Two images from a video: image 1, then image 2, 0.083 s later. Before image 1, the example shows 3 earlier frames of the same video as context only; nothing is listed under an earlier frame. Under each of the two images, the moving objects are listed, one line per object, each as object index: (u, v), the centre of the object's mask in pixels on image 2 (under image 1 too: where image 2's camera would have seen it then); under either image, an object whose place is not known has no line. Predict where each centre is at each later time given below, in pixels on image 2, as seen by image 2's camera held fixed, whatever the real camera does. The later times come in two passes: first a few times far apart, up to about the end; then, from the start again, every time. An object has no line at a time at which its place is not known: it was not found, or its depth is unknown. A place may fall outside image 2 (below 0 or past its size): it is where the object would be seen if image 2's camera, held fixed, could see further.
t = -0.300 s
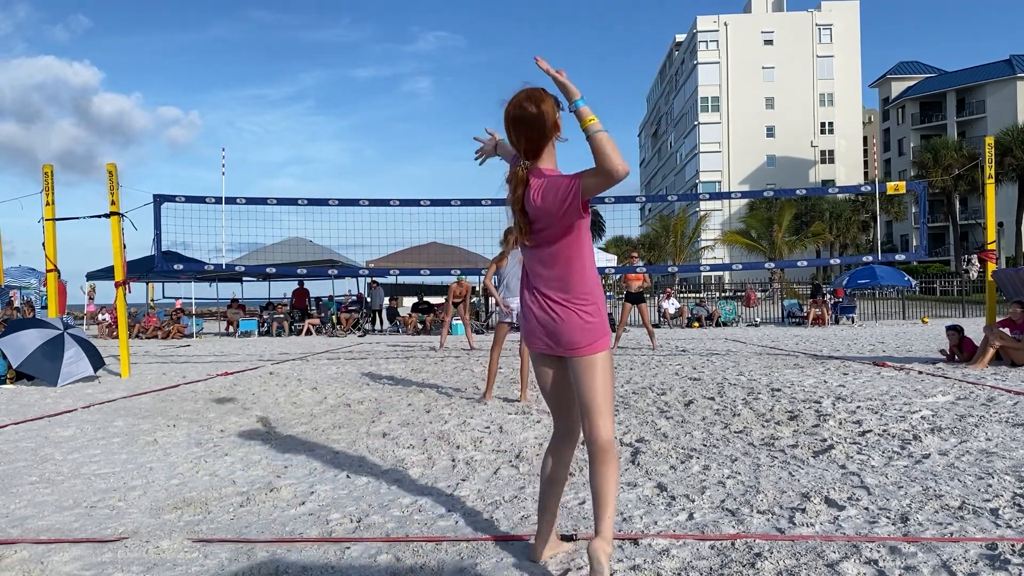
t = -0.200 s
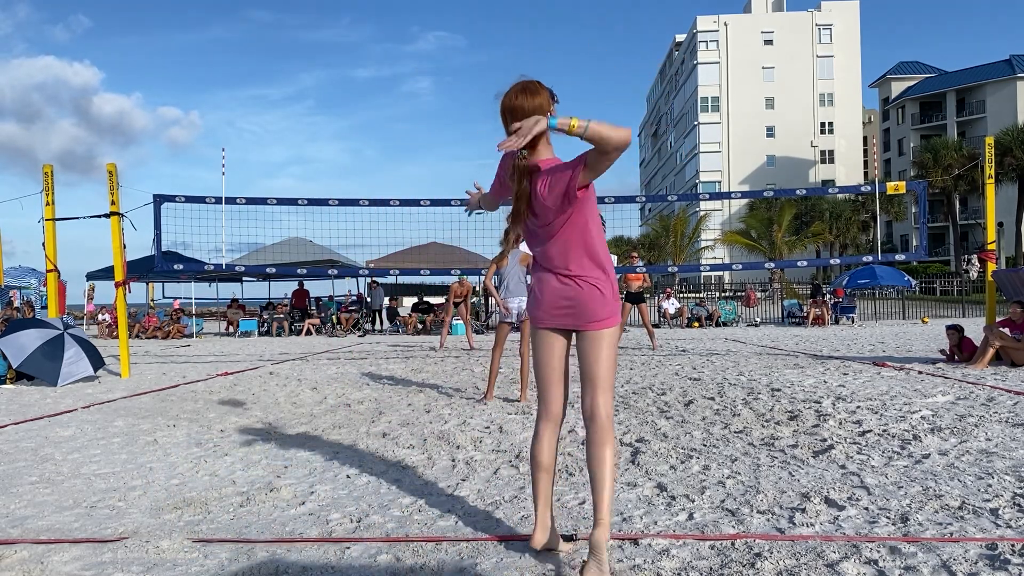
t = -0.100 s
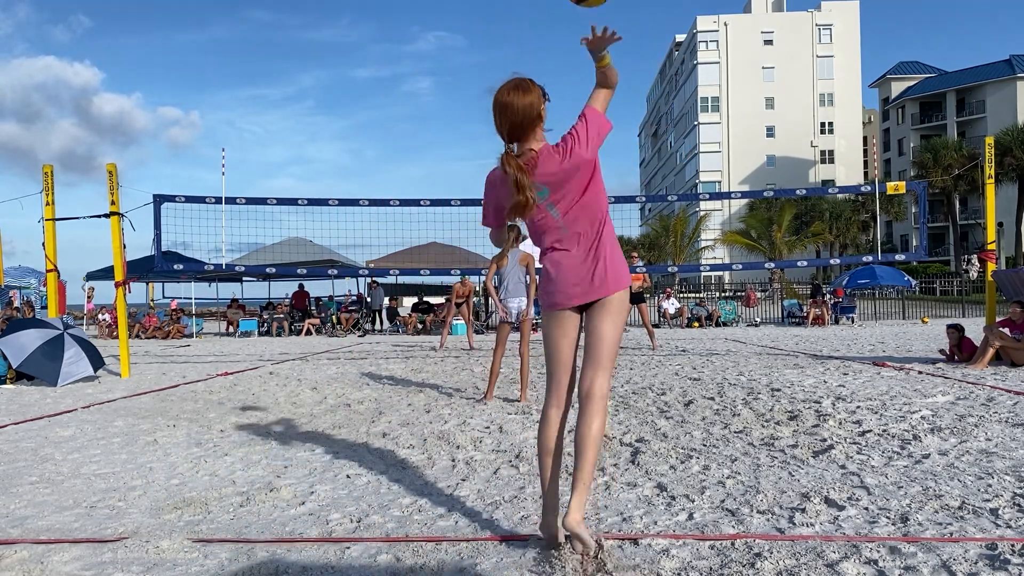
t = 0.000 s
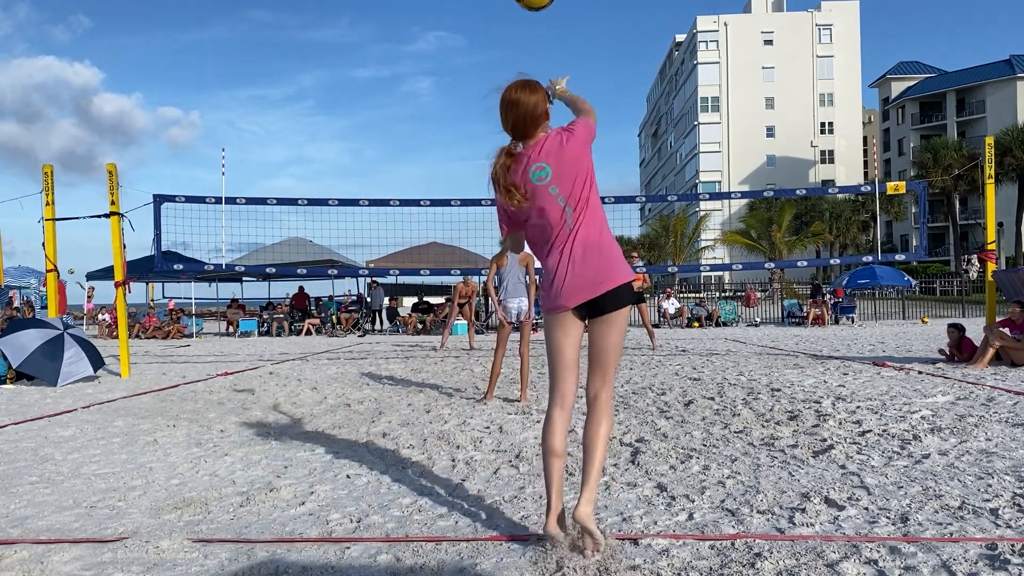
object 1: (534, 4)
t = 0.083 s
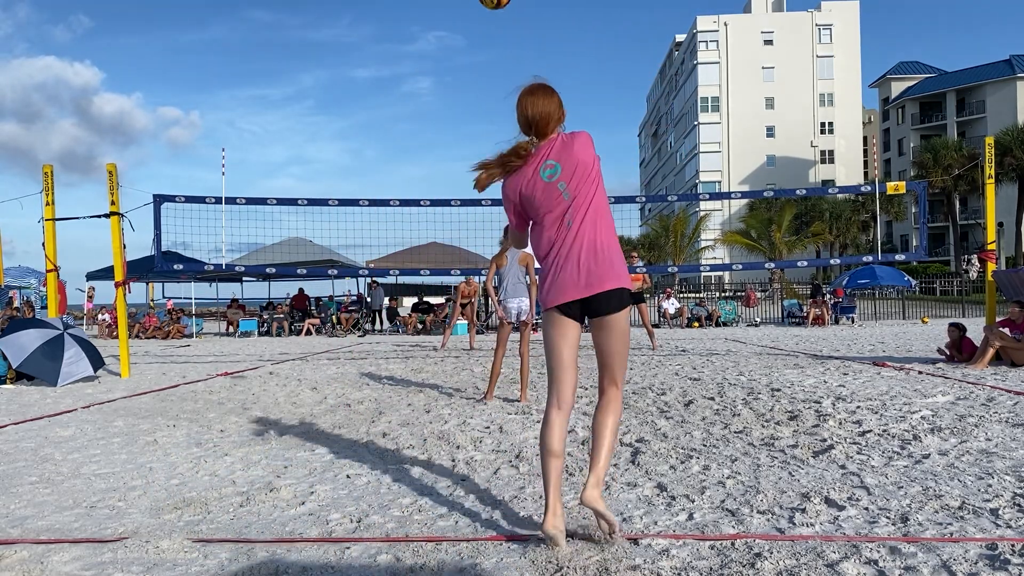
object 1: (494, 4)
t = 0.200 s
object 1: (459, 11)
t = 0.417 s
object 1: (420, 66)
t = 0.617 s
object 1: (399, 129)
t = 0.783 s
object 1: (386, 185)
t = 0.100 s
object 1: (488, 4)
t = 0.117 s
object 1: (482, 5)
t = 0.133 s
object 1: (477, 6)
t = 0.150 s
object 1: (472, 7)
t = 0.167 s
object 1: (467, 8)
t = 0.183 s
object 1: (463, 9)
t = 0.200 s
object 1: (459, 11)
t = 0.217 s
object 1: (455, 13)
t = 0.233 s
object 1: (451, 16)
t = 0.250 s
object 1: (448, 20)
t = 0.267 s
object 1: (444, 24)
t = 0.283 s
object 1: (441, 28)
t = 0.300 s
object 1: (438, 33)
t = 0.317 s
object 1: (435, 37)
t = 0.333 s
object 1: (432, 42)
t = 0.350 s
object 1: (430, 46)
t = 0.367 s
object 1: (427, 51)
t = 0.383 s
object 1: (425, 56)
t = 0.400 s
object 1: (423, 61)
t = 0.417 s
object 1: (420, 66)
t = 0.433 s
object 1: (418, 71)
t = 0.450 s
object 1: (416, 75)
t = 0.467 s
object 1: (414, 81)
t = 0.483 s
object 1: (412, 86)
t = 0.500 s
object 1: (410, 91)
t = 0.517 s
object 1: (409, 96)
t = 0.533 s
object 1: (407, 102)
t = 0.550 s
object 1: (405, 107)
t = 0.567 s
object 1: (404, 112)
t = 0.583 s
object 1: (402, 118)
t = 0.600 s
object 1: (401, 123)
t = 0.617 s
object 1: (399, 129)
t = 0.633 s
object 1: (398, 134)
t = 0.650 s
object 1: (396, 140)
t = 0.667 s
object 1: (395, 145)
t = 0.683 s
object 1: (393, 151)
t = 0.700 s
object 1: (392, 156)
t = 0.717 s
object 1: (391, 162)
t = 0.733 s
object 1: (389, 168)
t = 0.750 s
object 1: (388, 173)
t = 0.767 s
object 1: (387, 179)
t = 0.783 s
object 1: (386, 185)
